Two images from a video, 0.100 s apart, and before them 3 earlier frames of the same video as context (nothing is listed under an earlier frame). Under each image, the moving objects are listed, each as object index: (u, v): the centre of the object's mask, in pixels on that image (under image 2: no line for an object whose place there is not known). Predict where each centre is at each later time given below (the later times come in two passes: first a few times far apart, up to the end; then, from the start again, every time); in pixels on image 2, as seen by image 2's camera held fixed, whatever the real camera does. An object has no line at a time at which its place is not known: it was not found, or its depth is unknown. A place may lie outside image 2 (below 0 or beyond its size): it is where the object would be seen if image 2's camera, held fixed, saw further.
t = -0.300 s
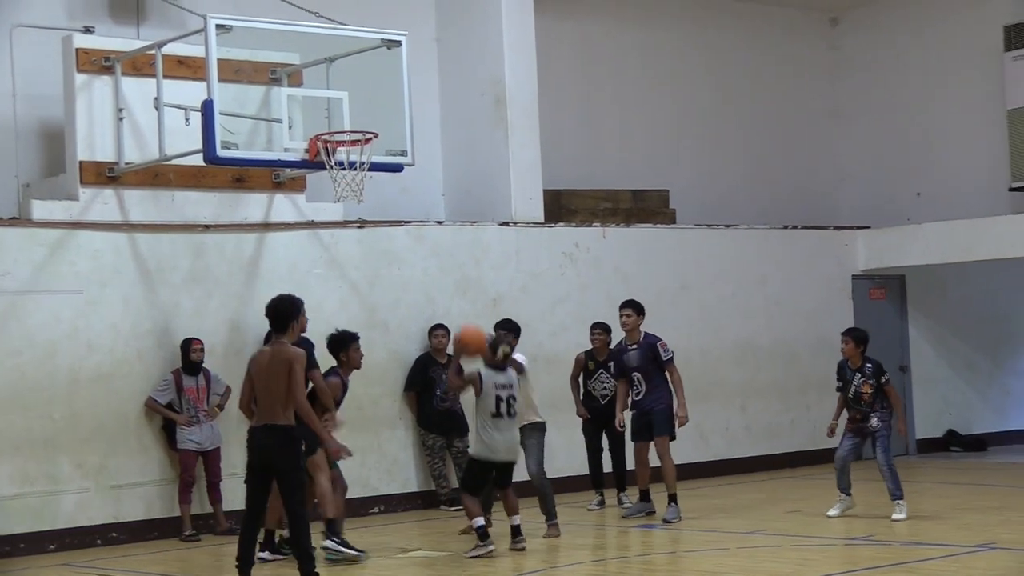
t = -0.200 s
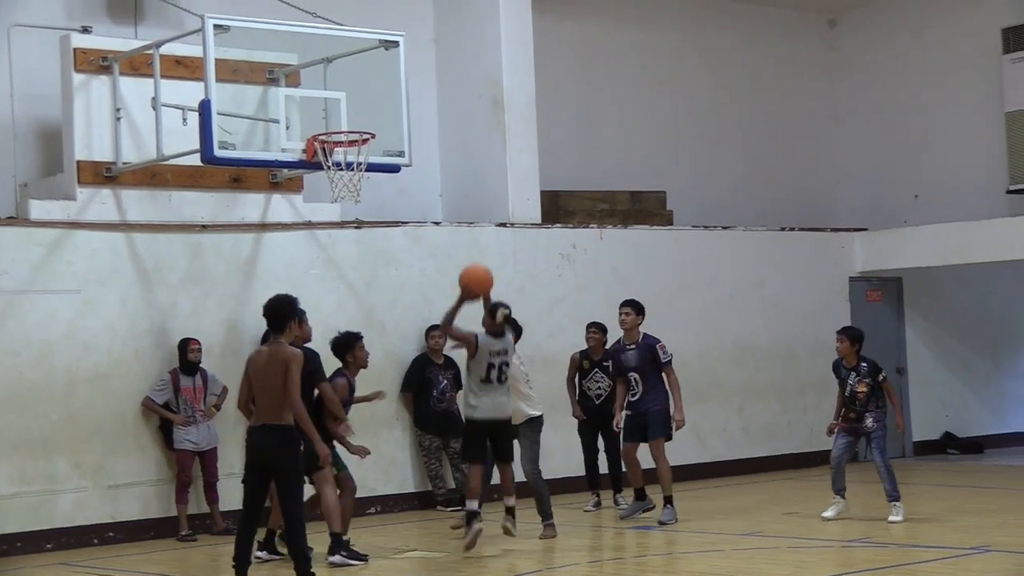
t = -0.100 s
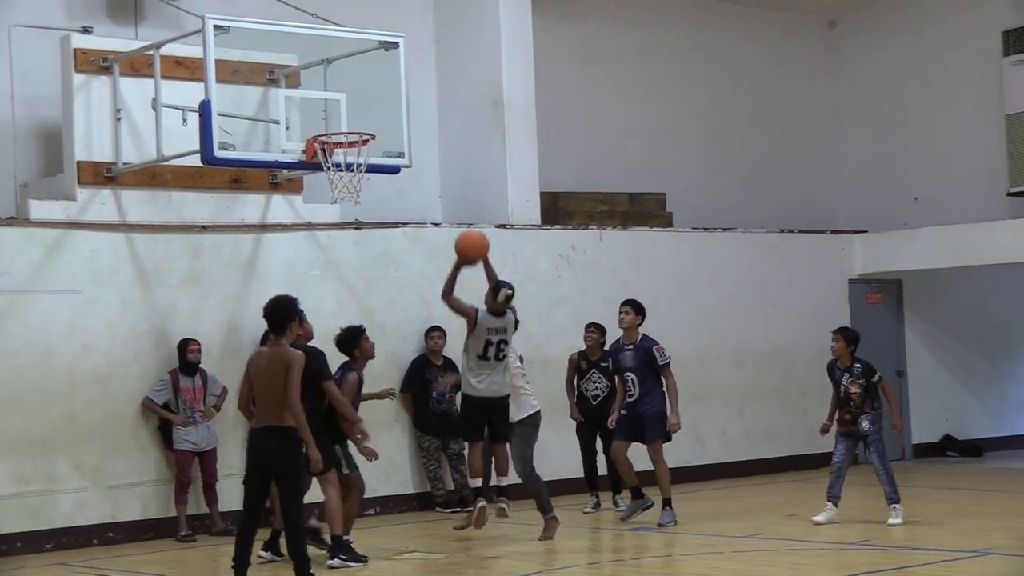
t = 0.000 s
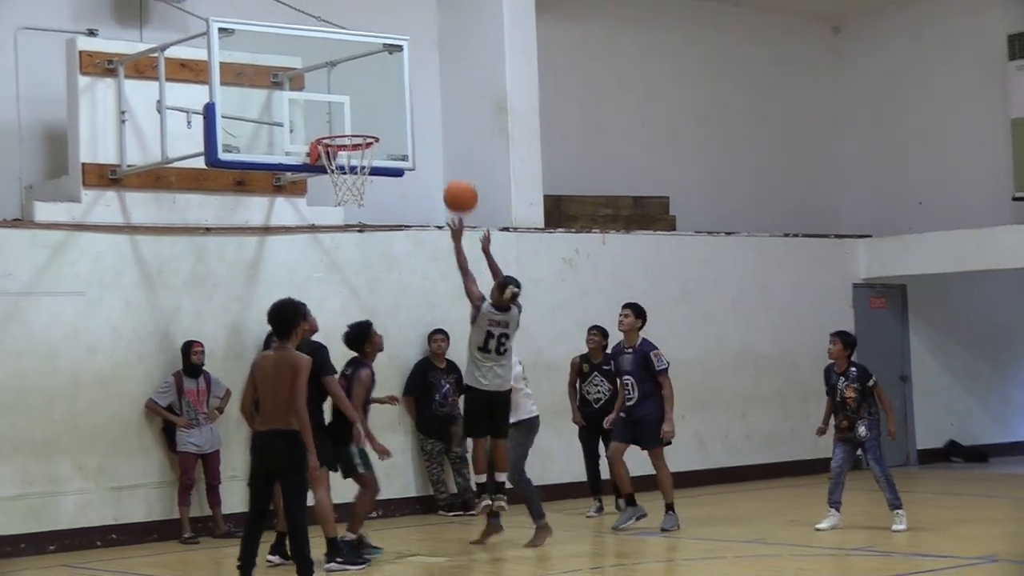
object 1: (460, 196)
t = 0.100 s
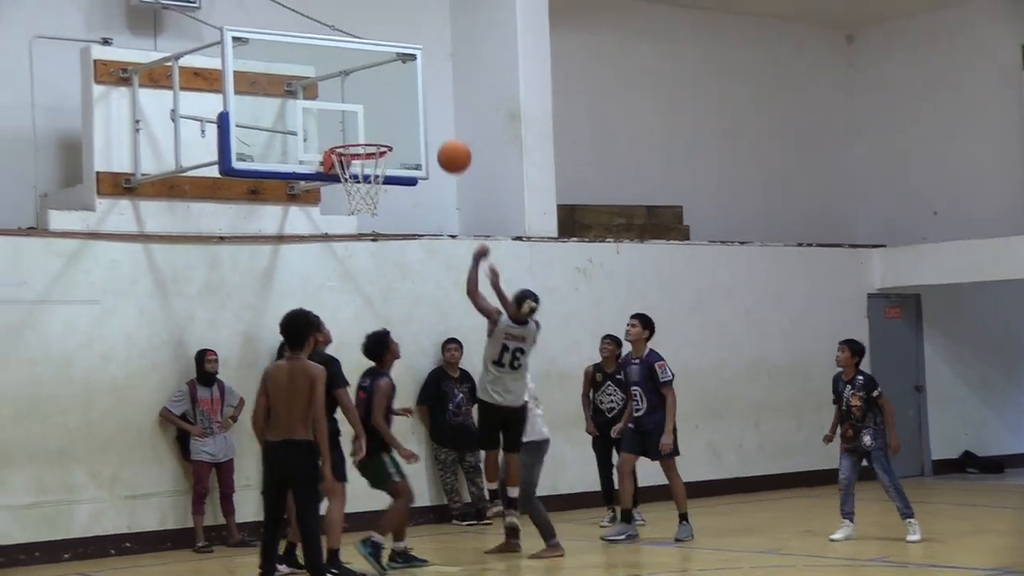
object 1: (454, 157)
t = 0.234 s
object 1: (429, 114)
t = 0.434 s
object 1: (396, 98)
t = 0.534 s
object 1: (380, 109)
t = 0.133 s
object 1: (447, 143)
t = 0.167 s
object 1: (441, 132)
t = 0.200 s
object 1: (435, 122)
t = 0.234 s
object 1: (429, 114)
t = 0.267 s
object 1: (423, 107)
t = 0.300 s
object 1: (417, 103)
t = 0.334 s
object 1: (412, 99)
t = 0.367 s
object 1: (406, 97)
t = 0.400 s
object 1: (401, 97)
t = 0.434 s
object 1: (396, 98)
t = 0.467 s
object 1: (390, 100)
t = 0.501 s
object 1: (385, 104)
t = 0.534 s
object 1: (380, 109)
